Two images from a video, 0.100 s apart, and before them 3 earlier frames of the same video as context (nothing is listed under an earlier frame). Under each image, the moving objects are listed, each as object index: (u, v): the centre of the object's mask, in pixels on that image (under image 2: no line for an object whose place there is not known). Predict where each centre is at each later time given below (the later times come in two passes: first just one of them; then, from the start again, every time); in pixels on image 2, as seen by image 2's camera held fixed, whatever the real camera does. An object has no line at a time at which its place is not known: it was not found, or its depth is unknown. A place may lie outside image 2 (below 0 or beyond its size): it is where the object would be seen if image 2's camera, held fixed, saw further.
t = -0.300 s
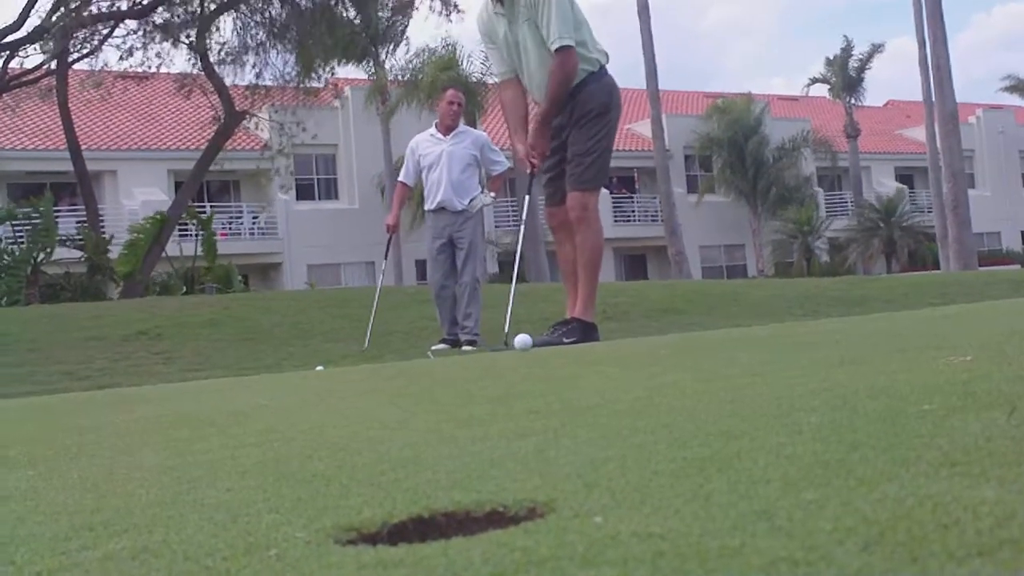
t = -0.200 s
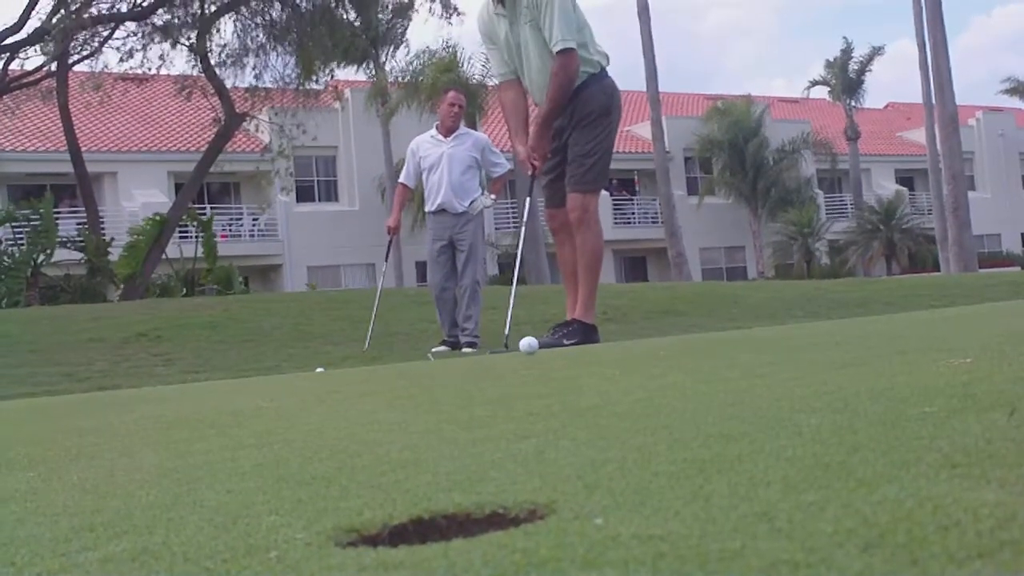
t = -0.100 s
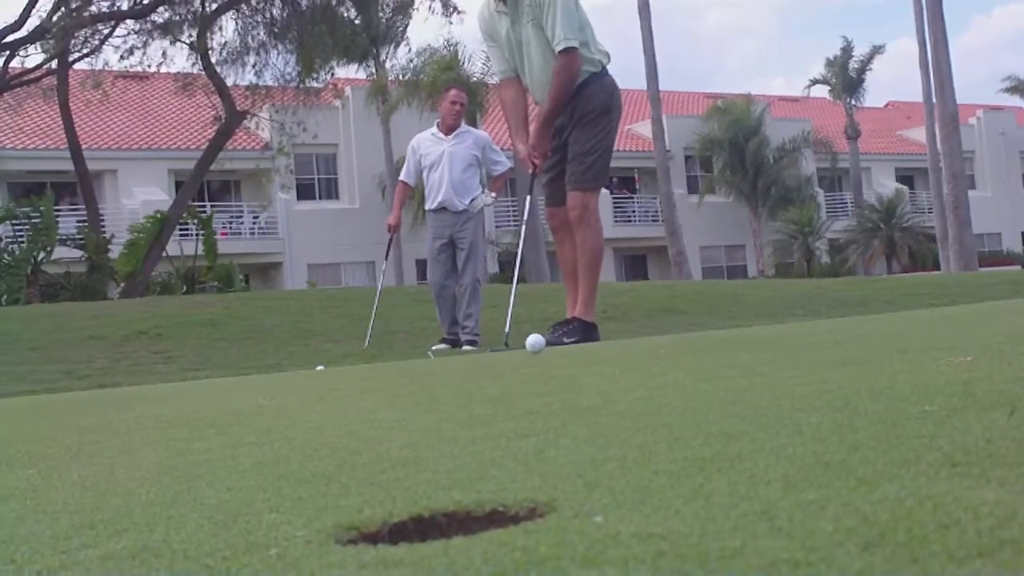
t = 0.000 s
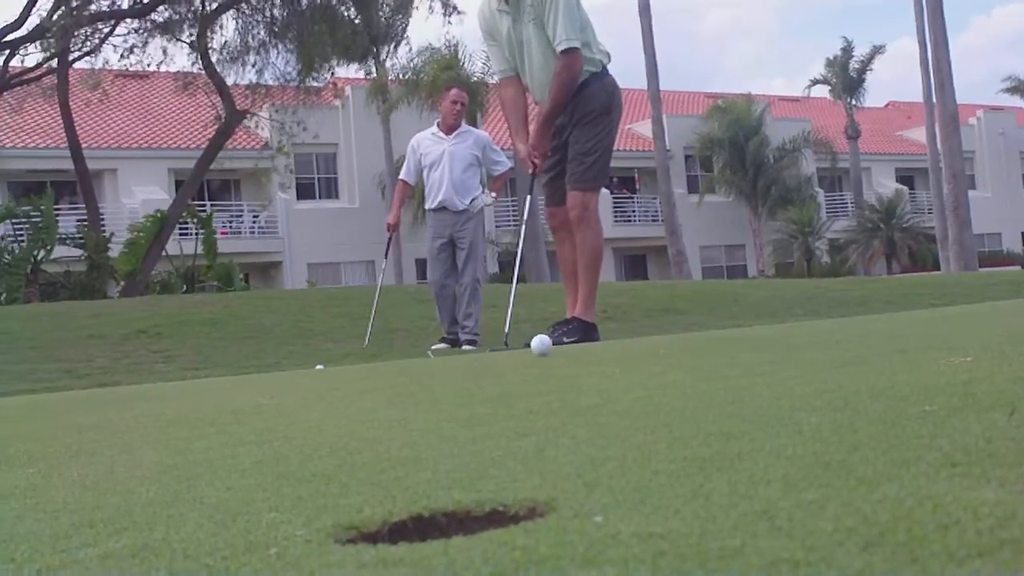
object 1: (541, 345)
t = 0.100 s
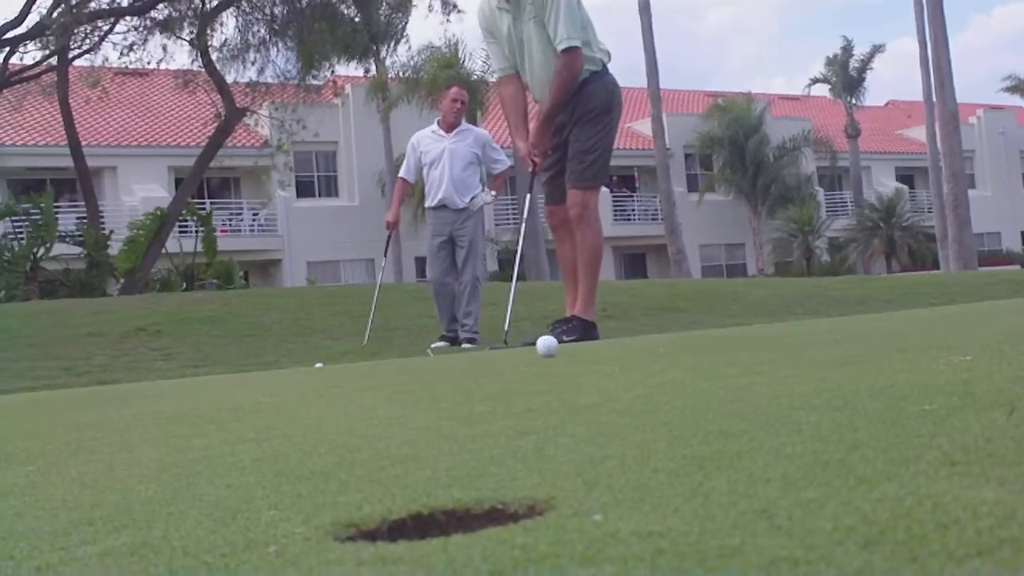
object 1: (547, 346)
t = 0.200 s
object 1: (552, 348)
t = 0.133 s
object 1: (549, 346)
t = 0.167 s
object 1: (551, 347)
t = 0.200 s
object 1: (552, 348)
